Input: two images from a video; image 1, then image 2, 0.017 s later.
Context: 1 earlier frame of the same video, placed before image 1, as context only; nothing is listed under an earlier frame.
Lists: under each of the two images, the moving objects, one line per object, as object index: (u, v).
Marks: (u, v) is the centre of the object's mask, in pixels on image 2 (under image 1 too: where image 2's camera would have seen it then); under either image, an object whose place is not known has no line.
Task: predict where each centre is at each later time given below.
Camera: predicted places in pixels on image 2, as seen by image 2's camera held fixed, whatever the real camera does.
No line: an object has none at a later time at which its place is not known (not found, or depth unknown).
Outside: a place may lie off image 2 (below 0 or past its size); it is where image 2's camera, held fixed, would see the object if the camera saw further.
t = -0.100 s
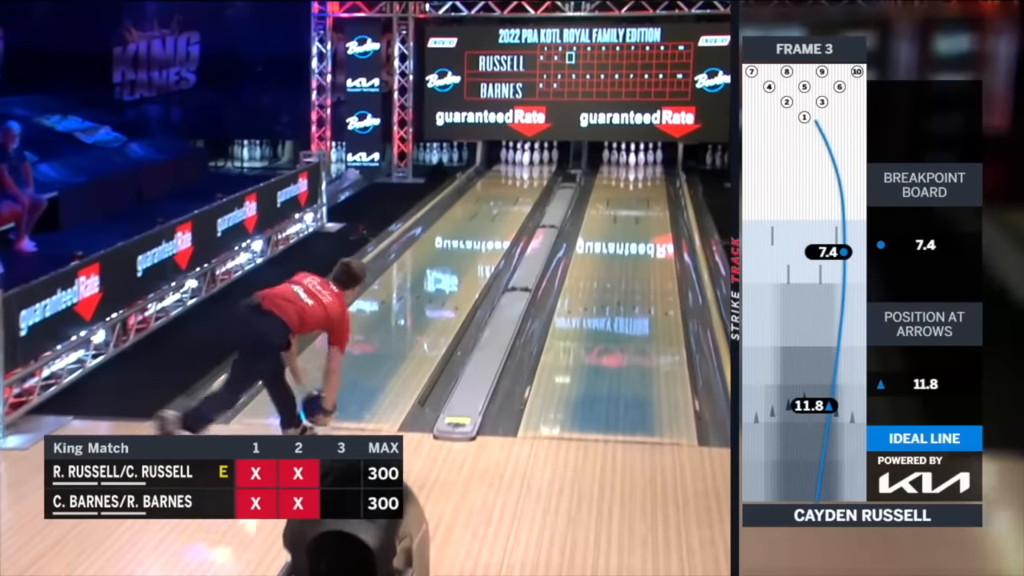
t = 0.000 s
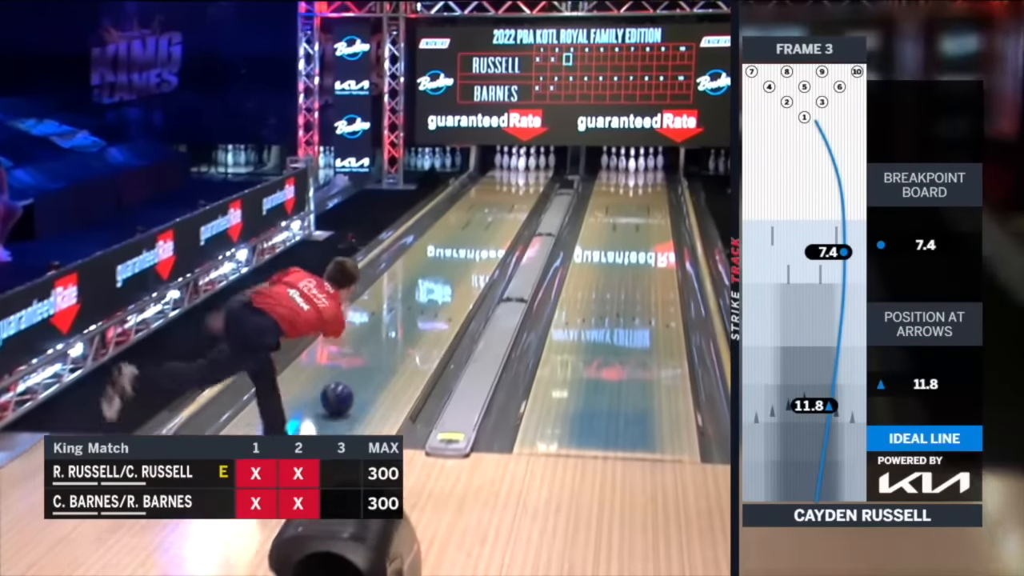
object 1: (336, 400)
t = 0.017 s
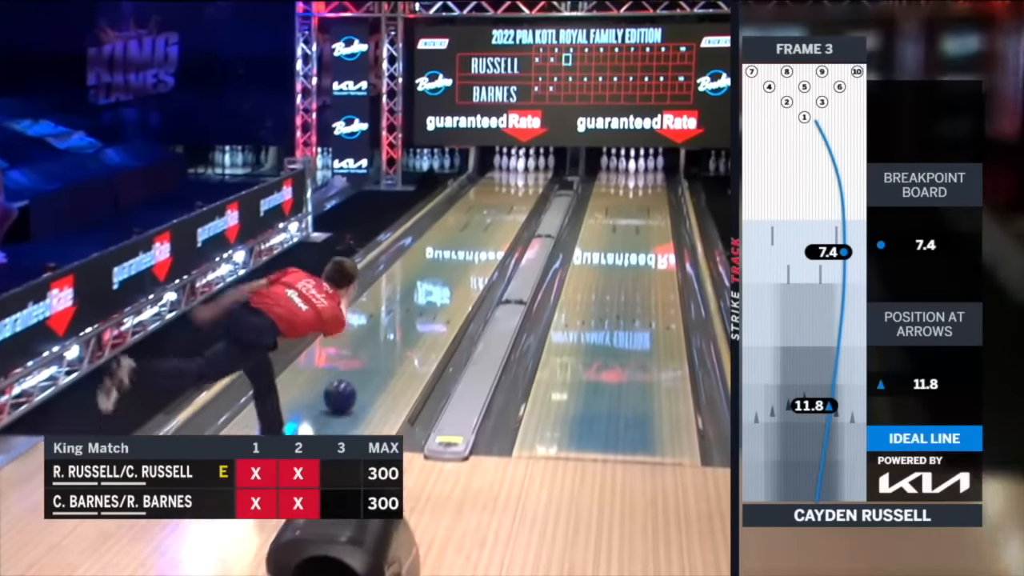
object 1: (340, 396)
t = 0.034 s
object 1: (342, 393)
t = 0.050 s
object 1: (345, 390)
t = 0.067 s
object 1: (347, 387)
